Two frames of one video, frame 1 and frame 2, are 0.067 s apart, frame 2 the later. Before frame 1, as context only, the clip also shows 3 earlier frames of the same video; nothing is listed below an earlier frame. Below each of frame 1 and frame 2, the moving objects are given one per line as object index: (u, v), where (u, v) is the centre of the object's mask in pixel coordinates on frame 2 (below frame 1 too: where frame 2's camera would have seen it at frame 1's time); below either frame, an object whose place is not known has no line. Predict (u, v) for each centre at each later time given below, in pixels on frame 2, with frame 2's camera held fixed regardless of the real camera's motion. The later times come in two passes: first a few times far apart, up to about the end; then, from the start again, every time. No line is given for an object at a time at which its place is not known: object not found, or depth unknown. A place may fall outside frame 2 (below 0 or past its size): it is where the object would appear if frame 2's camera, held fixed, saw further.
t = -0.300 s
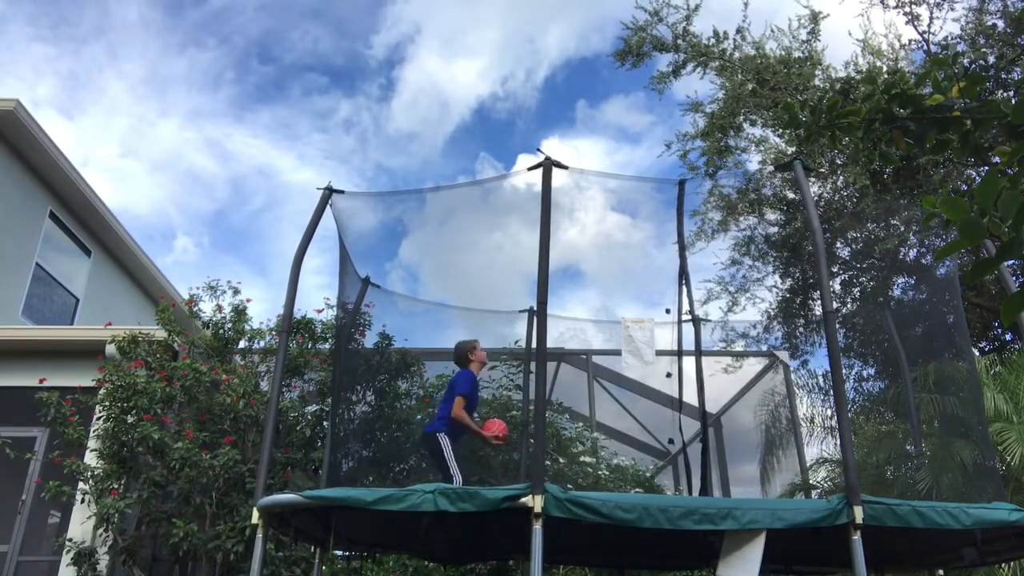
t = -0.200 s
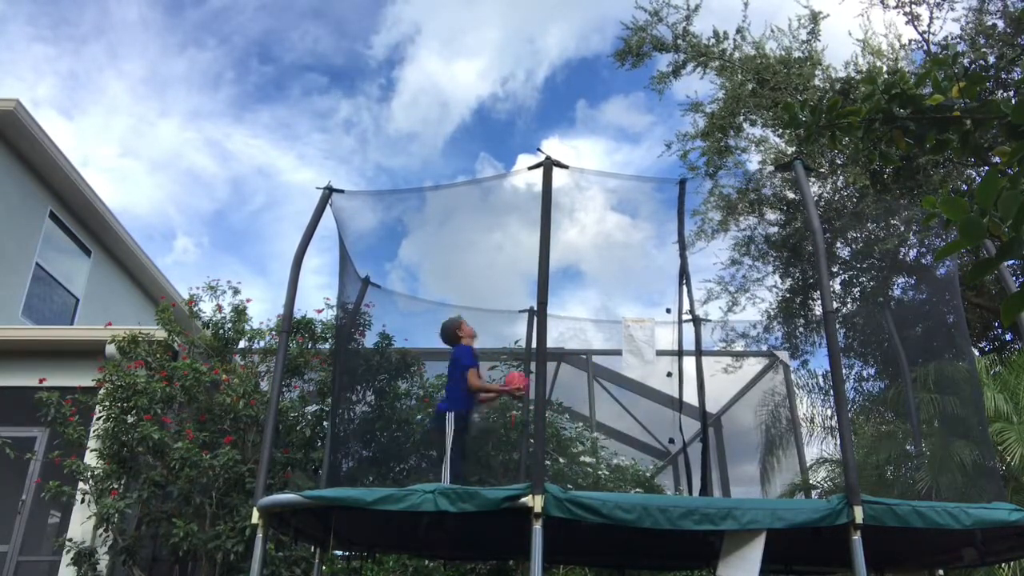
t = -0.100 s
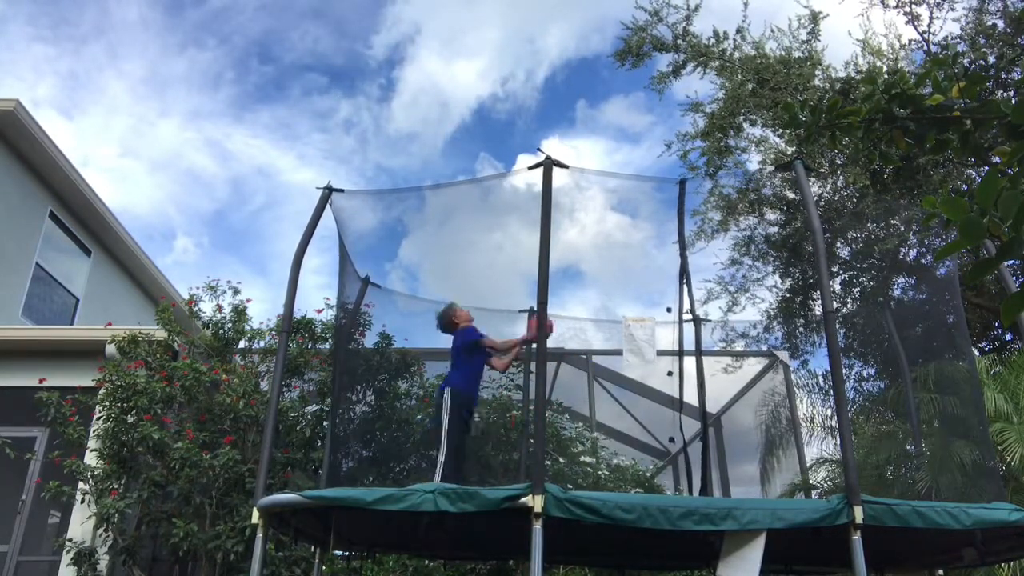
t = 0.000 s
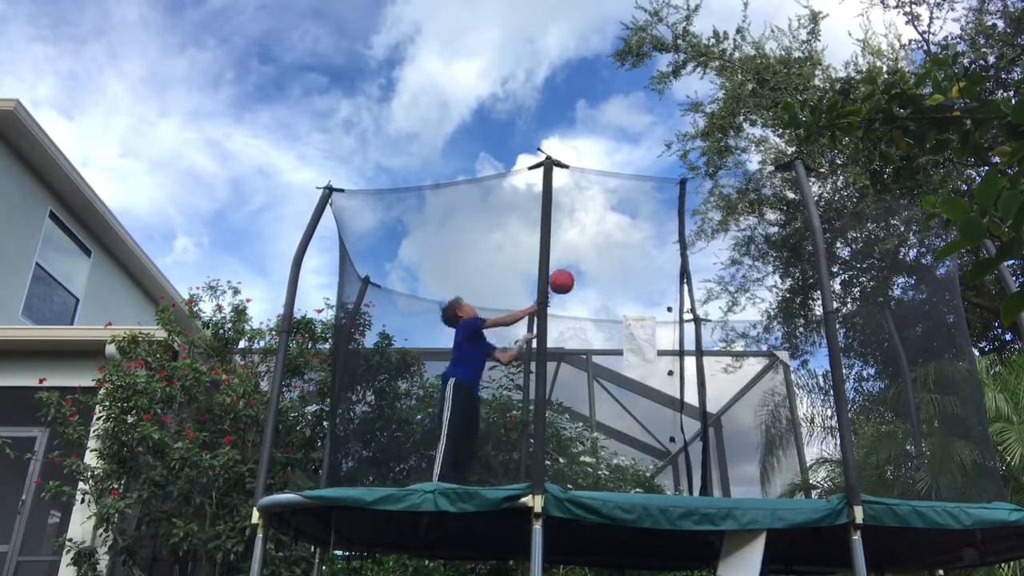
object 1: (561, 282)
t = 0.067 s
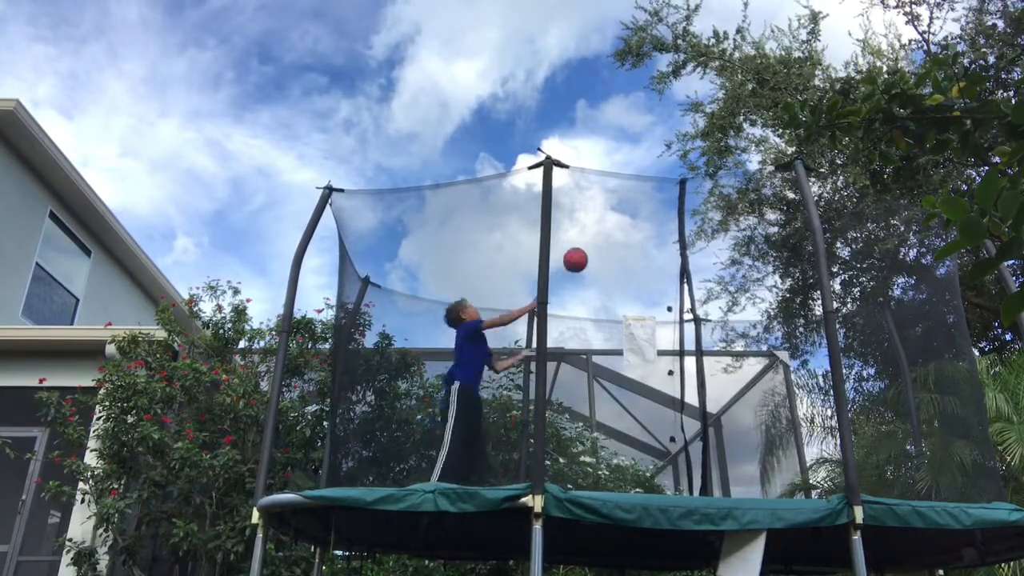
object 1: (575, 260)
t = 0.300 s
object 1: (624, 230)
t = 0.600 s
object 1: (698, 292)
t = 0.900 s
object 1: (792, 486)
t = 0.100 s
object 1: (582, 251)
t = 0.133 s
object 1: (589, 244)
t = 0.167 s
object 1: (596, 239)
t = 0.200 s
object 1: (603, 235)
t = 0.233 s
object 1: (610, 232)
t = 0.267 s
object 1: (617, 230)
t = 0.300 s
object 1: (624, 230)
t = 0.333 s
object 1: (631, 231)
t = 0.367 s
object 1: (638, 234)
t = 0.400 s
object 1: (646, 238)
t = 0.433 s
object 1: (653, 243)
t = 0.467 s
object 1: (661, 250)
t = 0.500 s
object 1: (668, 258)
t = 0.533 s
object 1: (673, 268)
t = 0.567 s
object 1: (687, 278)
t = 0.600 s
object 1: (698, 292)
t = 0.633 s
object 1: (704, 305)
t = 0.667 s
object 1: (715, 320)
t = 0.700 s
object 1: (724, 338)
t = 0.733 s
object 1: (733, 358)
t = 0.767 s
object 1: (744, 379)
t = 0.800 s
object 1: (755, 402)
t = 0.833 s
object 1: (767, 428)
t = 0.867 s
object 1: (779, 455)
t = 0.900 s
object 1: (792, 486)
